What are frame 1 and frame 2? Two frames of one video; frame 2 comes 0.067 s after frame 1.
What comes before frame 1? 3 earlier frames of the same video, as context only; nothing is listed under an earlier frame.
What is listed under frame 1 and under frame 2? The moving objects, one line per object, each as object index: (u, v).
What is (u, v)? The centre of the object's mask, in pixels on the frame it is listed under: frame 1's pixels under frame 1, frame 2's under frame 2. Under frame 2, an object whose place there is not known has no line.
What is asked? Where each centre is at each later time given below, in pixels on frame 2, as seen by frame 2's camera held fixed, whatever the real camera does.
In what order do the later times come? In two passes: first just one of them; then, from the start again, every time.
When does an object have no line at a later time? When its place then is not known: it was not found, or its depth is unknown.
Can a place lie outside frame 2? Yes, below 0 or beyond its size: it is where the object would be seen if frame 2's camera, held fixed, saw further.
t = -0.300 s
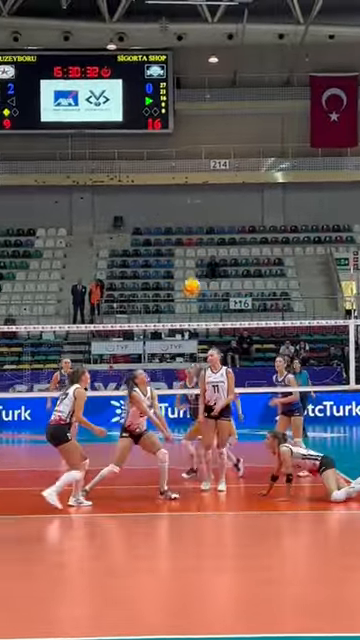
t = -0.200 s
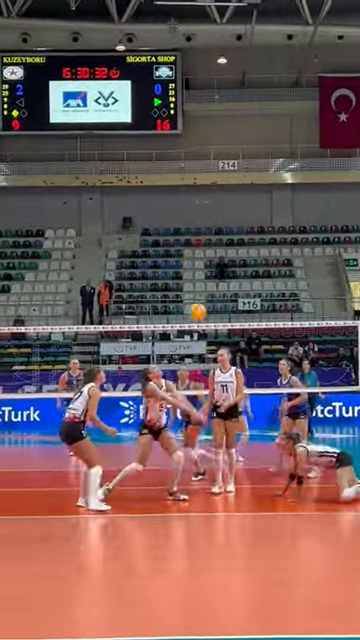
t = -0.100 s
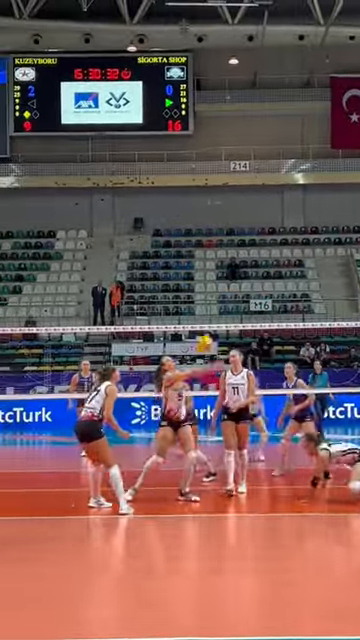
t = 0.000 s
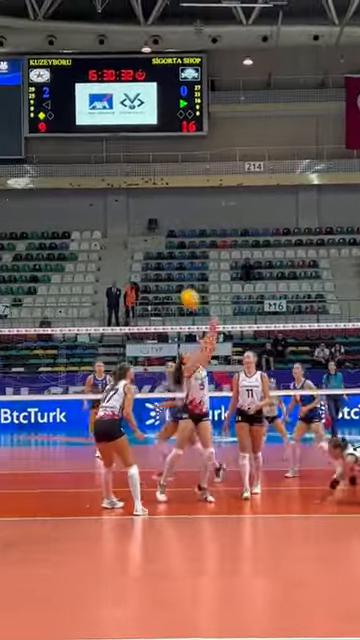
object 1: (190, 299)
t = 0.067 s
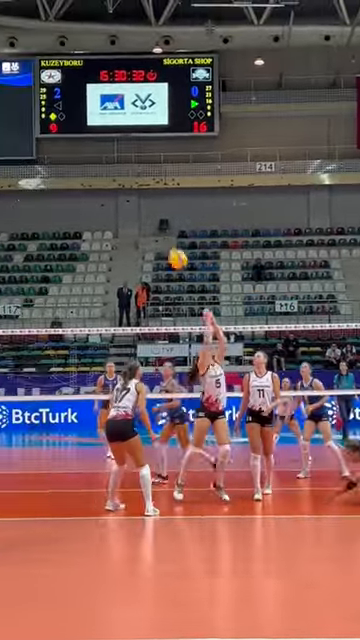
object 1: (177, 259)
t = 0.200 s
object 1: (131, 190)
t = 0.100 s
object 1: (166, 240)
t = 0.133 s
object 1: (151, 222)
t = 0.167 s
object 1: (141, 205)
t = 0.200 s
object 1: (131, 190)
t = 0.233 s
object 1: (119, 175)
